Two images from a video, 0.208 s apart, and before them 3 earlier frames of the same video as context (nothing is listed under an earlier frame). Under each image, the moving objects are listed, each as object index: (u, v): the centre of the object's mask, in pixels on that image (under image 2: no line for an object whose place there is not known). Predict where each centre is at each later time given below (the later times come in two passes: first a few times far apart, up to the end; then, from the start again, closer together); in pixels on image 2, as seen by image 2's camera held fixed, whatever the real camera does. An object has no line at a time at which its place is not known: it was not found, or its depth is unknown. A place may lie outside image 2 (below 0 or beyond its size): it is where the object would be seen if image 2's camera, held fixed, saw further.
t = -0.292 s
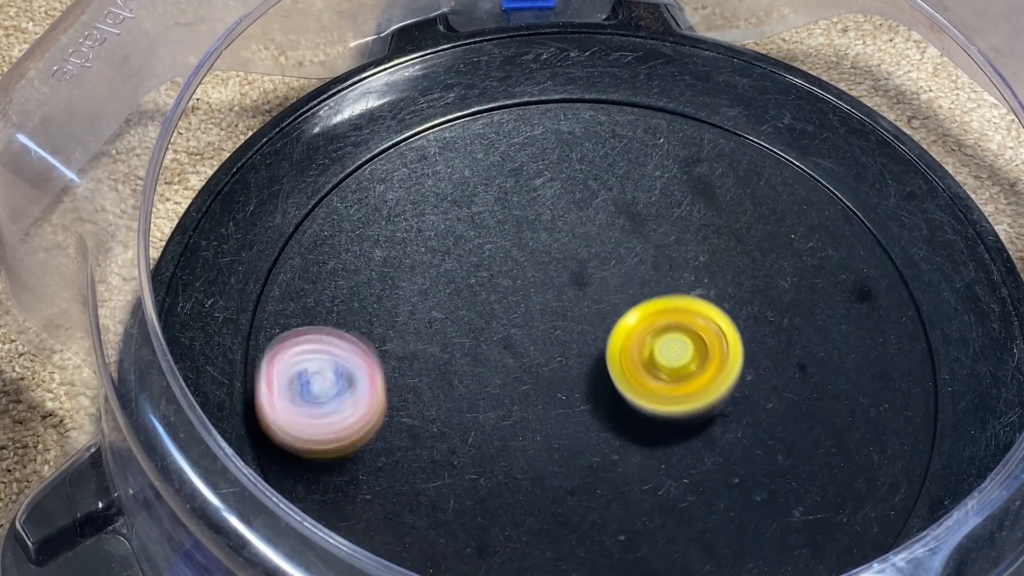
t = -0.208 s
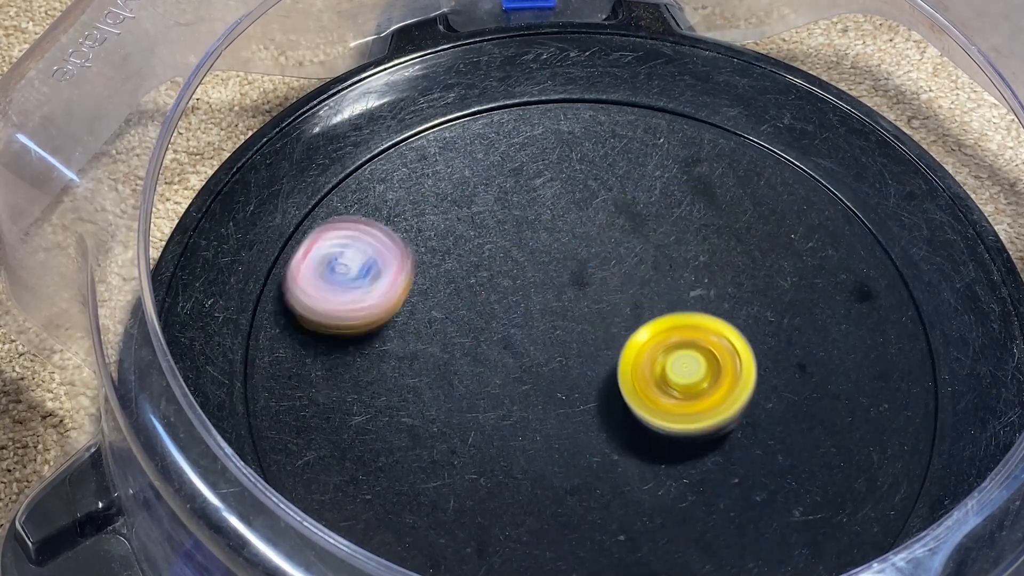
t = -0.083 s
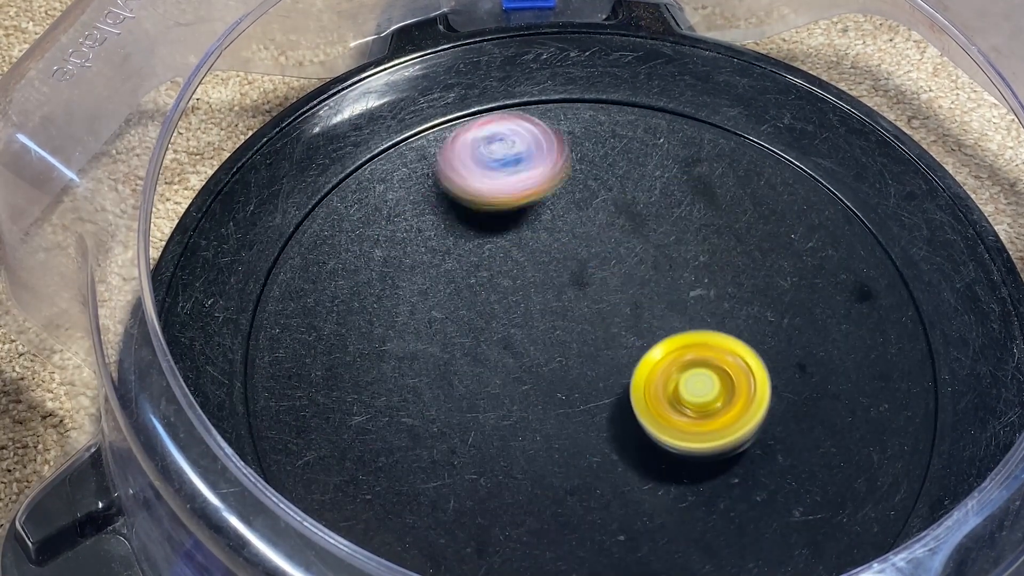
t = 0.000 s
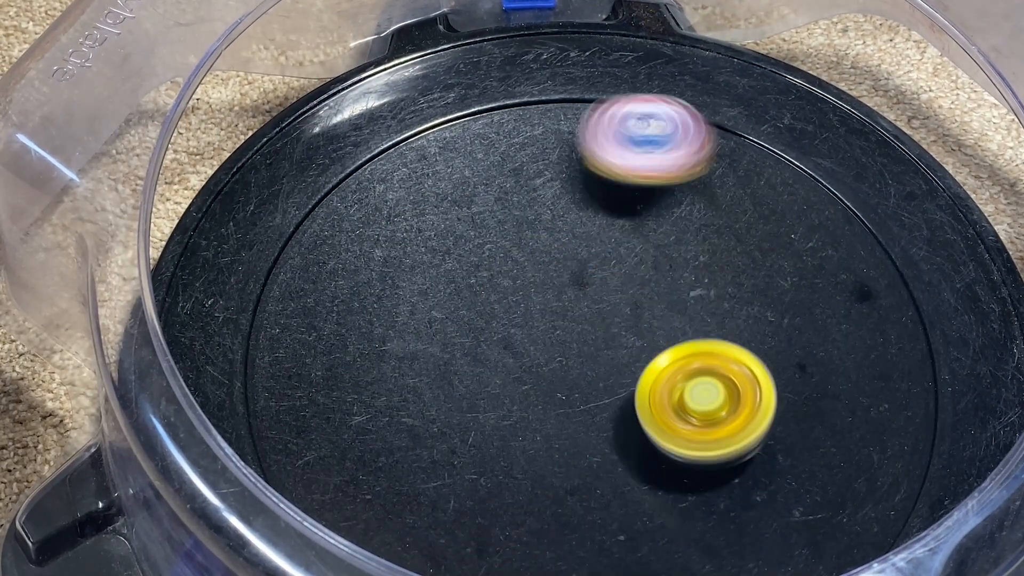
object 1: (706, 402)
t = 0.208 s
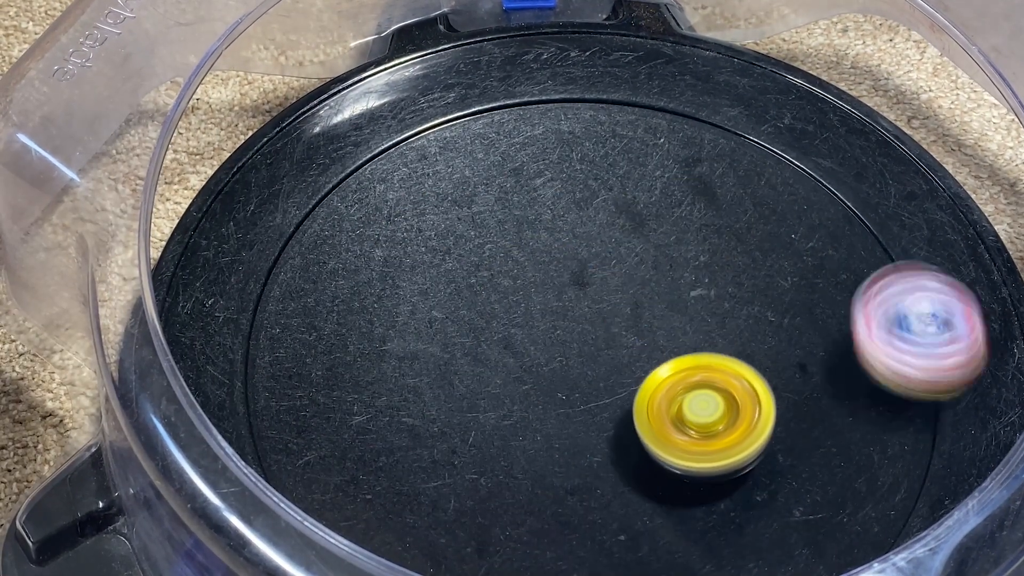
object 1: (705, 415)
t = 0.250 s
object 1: (703, 417)
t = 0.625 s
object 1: (654, 435)
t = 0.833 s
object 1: (608, 445)
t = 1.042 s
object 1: (561, 447)
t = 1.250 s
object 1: (527, 451)
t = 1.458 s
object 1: (514, 442)
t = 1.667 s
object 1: (498, 416)
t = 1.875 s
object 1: (486, 380)
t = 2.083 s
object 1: (483, 345)
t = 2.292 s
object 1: (488, 315)
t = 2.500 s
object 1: (504, 293)
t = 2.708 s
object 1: (525, 274)
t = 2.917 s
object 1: (554, 260)
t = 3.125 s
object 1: (586, 254)
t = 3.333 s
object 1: (620, 256)
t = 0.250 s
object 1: (703, 417)
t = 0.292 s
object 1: (700, 418)
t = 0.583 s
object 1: (663, 433)
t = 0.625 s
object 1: (654, 435)
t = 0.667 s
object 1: (645, 437)
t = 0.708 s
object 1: (636, 439)
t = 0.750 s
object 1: (627, 441)
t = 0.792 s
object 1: (618, 443)
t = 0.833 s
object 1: (608, 445)
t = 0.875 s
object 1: (599, 446)
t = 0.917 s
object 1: (589, 446)
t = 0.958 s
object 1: (580, 446)
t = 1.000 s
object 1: (570, 446)
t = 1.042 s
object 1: (561, 447)
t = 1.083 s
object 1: (552, 448)
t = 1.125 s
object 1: (544, 449)
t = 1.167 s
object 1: (537, 450)
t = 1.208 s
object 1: (531, 450)
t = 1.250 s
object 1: (527, 451)
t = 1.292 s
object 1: (524, 450)
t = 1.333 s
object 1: (522, 449)
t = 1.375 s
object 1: (519, 447)
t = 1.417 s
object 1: (517, 445)
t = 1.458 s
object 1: (514, 442)
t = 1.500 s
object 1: (511, 438)
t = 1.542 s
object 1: (508, 434)
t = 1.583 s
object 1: (504, 429)
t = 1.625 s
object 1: (501, 423)
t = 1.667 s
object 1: (498, 416)
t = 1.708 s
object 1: (495, 409)
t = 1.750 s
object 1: (492, 401)
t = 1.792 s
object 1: (488, 393)
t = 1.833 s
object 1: (487, 386)
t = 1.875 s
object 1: (486, 380)
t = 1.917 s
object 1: (485, 373)
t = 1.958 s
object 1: (485, 366)
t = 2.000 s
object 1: (484, 359)
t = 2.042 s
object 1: (483, 352)
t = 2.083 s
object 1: (483, 345)
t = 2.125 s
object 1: (483, 339)
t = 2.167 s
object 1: (484, 333)
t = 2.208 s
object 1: (485, 326)
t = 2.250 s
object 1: (487, 320)
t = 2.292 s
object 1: (488, 315)
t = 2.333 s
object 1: (491, 310)
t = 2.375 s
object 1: (494, 305)
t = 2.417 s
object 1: (497, 301)
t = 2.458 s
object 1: (500, 297)
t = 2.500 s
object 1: (504, 293)
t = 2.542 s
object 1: (507, 289)
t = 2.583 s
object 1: (511, 285)
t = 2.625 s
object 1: (515, 281)
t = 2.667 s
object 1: (520, 277)
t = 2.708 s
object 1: (525, 274)
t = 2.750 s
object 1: (530, 271)
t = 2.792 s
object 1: (536, 267)
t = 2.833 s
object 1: (541, 264)
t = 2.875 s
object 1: (547, 262)
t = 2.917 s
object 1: (554, 260)
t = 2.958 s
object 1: (560, 258)
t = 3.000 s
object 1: (566, 257)
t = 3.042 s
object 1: (573, 255)
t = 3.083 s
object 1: (579, 254)
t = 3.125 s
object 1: (586, 254)
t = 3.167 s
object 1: (592, 254)
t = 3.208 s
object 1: (599, 255)
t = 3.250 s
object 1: (606, 255)
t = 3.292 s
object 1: (613, 255)
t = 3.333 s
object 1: (620, 256)
